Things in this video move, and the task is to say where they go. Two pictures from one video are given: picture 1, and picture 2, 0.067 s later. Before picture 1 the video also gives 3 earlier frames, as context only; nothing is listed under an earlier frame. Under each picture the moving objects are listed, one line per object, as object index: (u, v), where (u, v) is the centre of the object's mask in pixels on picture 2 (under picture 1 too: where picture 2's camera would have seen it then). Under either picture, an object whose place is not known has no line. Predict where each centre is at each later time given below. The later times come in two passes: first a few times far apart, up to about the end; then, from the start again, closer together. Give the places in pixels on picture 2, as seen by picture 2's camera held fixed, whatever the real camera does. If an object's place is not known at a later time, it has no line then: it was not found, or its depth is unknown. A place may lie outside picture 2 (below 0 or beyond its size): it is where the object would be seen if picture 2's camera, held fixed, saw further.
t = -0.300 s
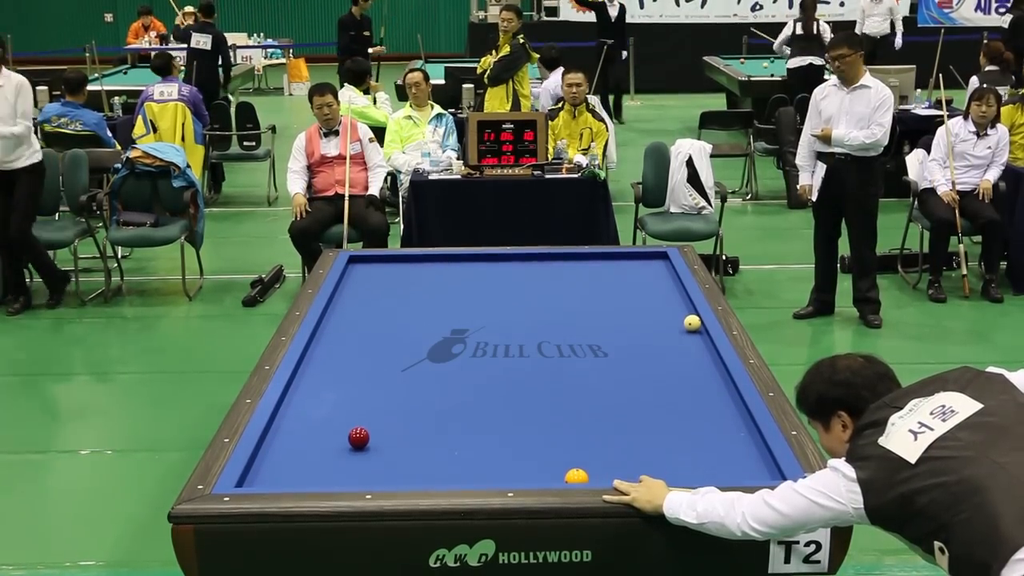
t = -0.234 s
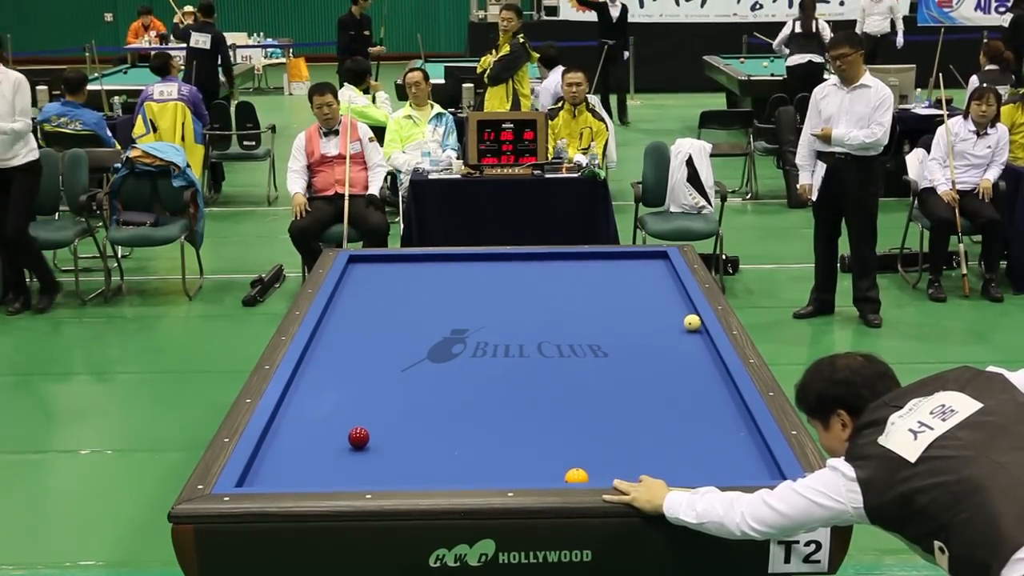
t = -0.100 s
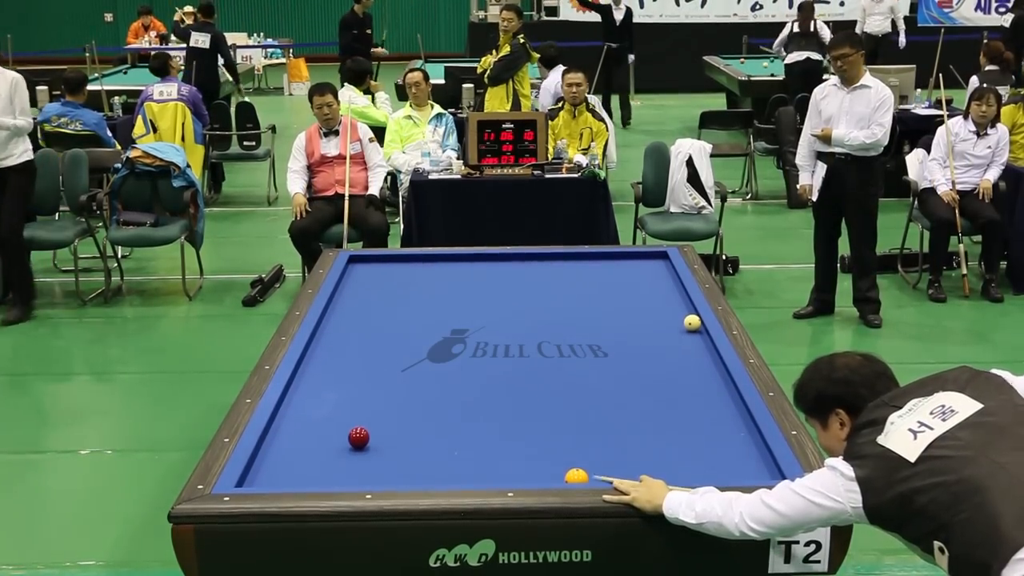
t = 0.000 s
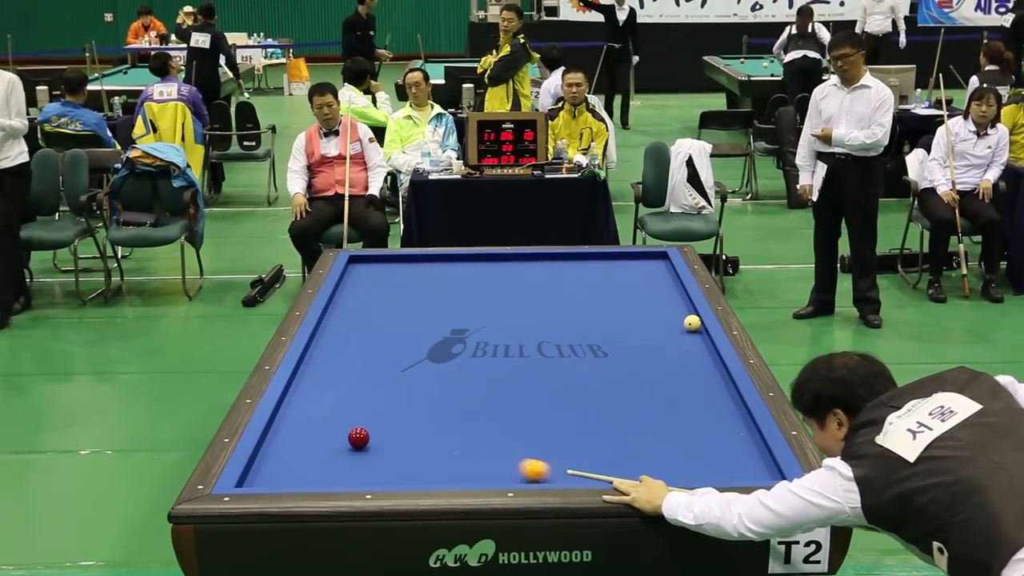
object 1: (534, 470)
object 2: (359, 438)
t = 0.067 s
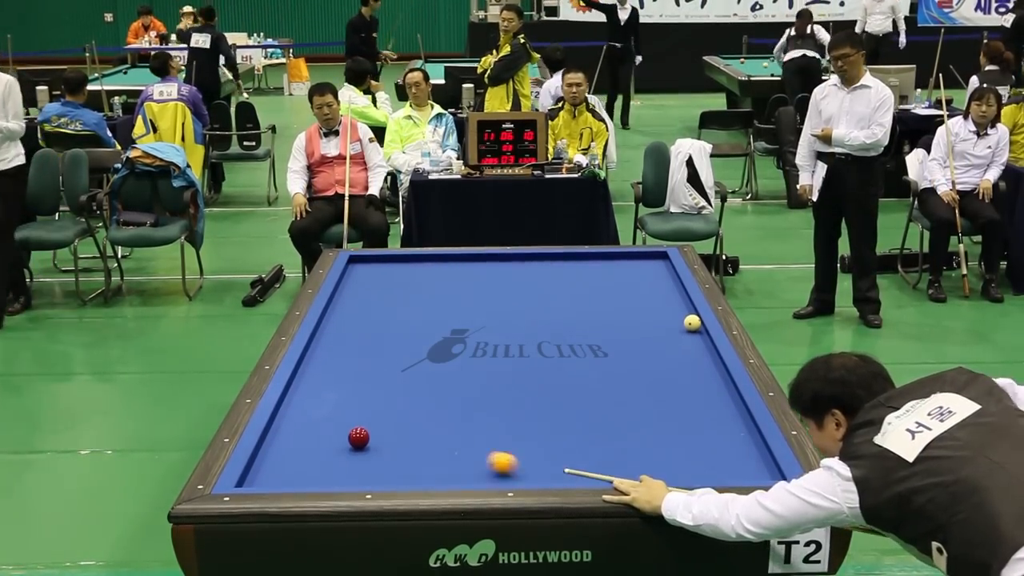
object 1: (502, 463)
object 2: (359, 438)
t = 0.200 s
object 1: (441, 449)
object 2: (359, 438)
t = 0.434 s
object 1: (371, 425)
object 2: (331, 441)
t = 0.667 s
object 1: (341, 399)
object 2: (277, 446)
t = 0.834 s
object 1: (321, 383)
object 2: (280, 449)
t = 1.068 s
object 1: (313, 362)
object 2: (307, 451)
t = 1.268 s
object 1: (337, 346)
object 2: (330, 454)
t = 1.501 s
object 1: (362, 328)
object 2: (356, 456)
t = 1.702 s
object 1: (382, 315)
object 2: (378, 459)
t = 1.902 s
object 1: (400, 302)
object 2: (400, 461)
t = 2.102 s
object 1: (417, 291)
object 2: (421, 463)
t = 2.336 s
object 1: (435, 278)
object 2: (445, 465)
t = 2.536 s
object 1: (450, 268)
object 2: (466, 467)
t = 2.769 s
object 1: (465, 258)
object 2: (488, 470)
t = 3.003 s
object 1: (486, 262)
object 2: (511, 471)
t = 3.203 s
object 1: (506, 267)
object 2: (529, 473)
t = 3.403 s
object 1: (525, 272)
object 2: (548, 474)
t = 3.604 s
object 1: (545, 277)
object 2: (565, 474)
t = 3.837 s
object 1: (568, 283)
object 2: (584, 475)
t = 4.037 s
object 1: (589, 288)
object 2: (601, 476)
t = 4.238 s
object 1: (609, 293)
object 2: (615, 476)
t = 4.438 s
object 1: (631, 299)
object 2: (628, 475)
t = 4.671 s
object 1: (656, 305)
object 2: (642, 475)
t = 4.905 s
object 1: (680, 311)
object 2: (655, 474)
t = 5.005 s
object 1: (689, 312)
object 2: (660, 474)
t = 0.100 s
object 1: (487, 459)
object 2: (359, 438)
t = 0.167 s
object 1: (456, 453)
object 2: (358, 438)
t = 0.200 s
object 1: (441, 449)
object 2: (359, 438)
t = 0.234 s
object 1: (427, 446)
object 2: (358, 438)
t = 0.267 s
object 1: (413, 443)
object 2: (358, 438)
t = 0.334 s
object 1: (385, 436)
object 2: (358, 438)
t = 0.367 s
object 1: (378, 433)
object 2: (351, 438)
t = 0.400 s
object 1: (375, 429)
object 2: (341, 440)
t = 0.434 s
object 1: (371, 425)
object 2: (331, 441)
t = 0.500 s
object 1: (363, 417)
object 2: (314, 442)
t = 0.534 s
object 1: (358, 413)
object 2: (307, 444)
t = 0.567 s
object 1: (354, 410)
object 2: (299, 444)
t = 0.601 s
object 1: (350, 406)
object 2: (292, 445)
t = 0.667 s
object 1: (341, 399)
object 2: (277, 446)
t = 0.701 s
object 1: (337, 396)
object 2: (270, 447)
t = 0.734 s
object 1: (333, 392)
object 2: (266, 448)
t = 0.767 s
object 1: (329, 389)
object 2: (271, 448)
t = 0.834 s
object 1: (321, 383)
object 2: (280, 449)
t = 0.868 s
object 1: (317, 380)
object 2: (284, 449)
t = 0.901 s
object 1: (313, 377)
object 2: (288, 450)
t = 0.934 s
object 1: (310, 374)
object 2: (292, 450)
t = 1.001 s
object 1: (303, 368)
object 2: (300, 450)
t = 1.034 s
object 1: (308, 365)
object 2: (303, 451)
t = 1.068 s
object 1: (313, 362)
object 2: (307, 451)
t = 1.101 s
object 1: (317, 359)
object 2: (311, 452)
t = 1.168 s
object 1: (325, 353)
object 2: (319, 453)
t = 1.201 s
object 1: (329, 351)
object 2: (323, 453)
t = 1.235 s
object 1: (333, 348)
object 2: (326, 453)
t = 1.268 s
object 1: (337, 346)
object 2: (330, 454)
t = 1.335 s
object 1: (344, 340)
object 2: (337, 454)
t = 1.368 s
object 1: (348, 338)
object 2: (342, 455)
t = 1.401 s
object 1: (352, 336)
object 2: (345, 455)
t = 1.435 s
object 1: (355, 333)
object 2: (349, 455)
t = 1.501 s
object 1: (362, 328)
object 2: (356, 456)
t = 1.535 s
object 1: (366, 326)
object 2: (360, 457)
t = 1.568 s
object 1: (369, 324)
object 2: (364, 457)
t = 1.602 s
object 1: (372, 321)
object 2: (367, 457)
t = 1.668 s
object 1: (379, 317)
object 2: (375, 458)
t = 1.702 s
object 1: (382, 315)
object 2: (378, 459)
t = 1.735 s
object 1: (385, 313)
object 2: (382, 459)
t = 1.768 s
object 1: (388, 310)
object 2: (386, 460)
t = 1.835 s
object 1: (394, 306)
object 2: (393, 460)
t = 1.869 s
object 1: (397, 304)
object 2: (396, 461)
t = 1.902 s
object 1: (400, 302)
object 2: (400, 461)
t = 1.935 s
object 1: (403, 300)
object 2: (403, 461)
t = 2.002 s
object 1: (409, 297)
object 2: (411, 462)
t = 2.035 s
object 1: (412, 294)
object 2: (414, 462)
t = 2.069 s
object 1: (414, 293)
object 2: (418, 463)
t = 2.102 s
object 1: (417, 291)
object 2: (421, 463)
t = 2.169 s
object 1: (422, 287)
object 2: (428, 464)
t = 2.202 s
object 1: (425, 285)
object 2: (432, 464)
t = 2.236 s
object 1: (427, 284)
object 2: (435, 465)
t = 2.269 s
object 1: (430, 282)
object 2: (438, 465)
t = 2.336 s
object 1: (435, 278)
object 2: (445, 465)
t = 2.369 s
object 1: (438, 277)
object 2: (449, 466)
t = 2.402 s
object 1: (440, 275)
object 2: (452, 466)
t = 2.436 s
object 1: (442, 273)
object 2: (455, 467)
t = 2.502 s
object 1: (447, 270)
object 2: (462, 467)
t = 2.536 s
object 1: (450, 268)
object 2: (466, 467)
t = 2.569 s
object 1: (452, 267)
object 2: (469, 468)
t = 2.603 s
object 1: (454, 265)
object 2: (472, 468)
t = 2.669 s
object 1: (459, 262)
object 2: (479, 469)
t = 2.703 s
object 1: (461, 261)
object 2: (482, 469)
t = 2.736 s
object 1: (463, 259)
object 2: (485, 469)
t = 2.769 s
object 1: (465, 258)
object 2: (488, 470)
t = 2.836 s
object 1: (470, 257)
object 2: (495, 470)
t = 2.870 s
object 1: (474, 258)
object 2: (498, 471)
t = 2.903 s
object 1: (477, 259)
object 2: (501, 471)
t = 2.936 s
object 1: (480, 260)
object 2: (504, 471)
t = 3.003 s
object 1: (486, 262)
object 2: (511, 471)
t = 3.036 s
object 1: (490, 263)
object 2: (514, 471)
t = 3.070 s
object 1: (493, 264)
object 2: (517, 472)
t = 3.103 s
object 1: (496, 264)
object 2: (520, 472)
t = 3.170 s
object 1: (503, 266)
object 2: (526, 473)
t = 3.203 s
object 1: (506, 267)
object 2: (529, 473)
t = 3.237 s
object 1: (509, 267)
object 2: (532, 473)
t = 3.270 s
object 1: (512, 269)
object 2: (536, 473)
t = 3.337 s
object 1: (519, 270)
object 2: (541, 473)
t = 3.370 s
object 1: (522, 271)
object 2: (544, 474)
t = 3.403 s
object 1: (525, 272)
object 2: (548, 474)
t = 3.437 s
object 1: (529, 273)
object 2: (550, 474)
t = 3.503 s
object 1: (535, 275)
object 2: (556, 474)
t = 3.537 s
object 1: (538, 275)
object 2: (559, 474)
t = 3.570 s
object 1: (542, 276)
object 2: (562, 474)
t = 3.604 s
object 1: (545, 277)
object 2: (565, 474)
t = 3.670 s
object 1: (552, 279)
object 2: (570, 475)
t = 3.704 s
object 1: (555, 280)
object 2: (573, 475)
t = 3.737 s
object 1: (558, 280)
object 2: (576, 475)
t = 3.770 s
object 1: (562, 281)
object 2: (579, 475)
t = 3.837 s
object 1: (568, 283)
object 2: (584, 475)
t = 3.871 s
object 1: (572, 284)
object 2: (587, 476)
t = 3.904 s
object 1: (575, 285)
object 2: (590, 476)
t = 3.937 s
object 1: (578, 286)
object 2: (593, 476)
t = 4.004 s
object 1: (586, 287)
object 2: (598, 476)
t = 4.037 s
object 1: (589, 288)
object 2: (601, 476)
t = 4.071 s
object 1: (592, 289)
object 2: (603, 476)
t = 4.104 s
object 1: (596, 290)
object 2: (606, 476)
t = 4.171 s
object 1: (602, 292)
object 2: (610, 476)
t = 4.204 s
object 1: (606, 292)
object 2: (613, 476)
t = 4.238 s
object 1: (609, 293)
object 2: (615, 476)
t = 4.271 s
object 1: (613, 294)
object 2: (617, 476)
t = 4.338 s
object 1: (620, 296)
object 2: (621, 476)
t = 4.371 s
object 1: (624, 297)
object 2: (624, 475)
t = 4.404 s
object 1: (627, 298)
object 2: (626, 476)
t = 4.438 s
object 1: (631, 299)
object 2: (628, 475)
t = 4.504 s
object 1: (638, 301)
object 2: (632, 475)
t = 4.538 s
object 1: (641, 301)
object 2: (634, 475)
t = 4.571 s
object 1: (645, 302)
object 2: (636, 475)
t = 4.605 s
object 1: (648, 303)
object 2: (638, 475)
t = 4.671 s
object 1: (656, 305)
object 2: (642, 475)
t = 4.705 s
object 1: (659, 306)
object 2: (644, 475)
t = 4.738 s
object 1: (663, 307)
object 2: (646, 475)
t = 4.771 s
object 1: (666, 308)
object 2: (647, 474)
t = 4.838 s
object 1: (674, 310)
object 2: (651, 474)
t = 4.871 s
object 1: (677, 310)
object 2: (653, 474)
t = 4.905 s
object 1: (680, 311)
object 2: (655, 474)
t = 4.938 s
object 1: (683, 311)
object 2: (657, 474)
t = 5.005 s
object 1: (689, 312)
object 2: (660, 474)
